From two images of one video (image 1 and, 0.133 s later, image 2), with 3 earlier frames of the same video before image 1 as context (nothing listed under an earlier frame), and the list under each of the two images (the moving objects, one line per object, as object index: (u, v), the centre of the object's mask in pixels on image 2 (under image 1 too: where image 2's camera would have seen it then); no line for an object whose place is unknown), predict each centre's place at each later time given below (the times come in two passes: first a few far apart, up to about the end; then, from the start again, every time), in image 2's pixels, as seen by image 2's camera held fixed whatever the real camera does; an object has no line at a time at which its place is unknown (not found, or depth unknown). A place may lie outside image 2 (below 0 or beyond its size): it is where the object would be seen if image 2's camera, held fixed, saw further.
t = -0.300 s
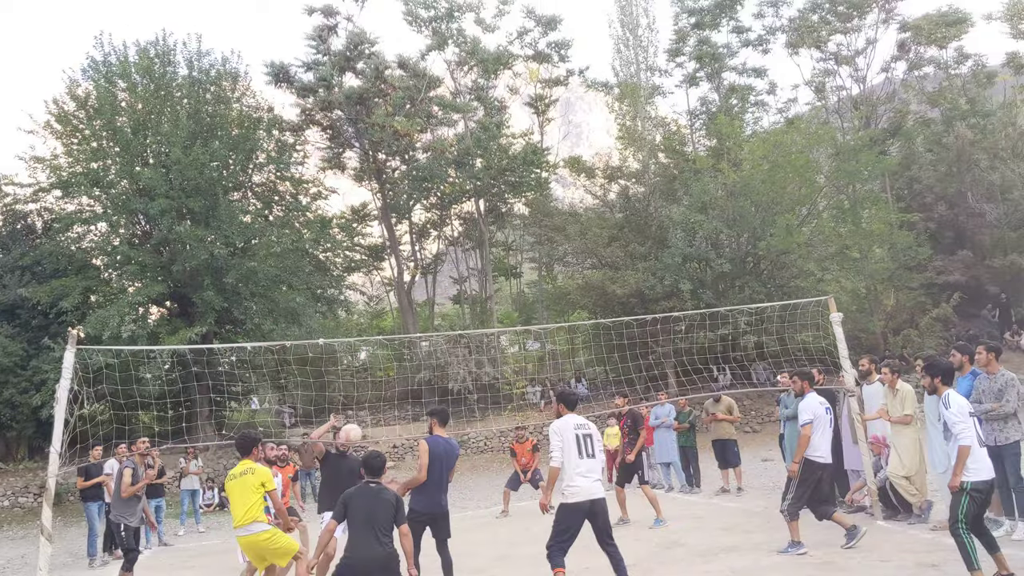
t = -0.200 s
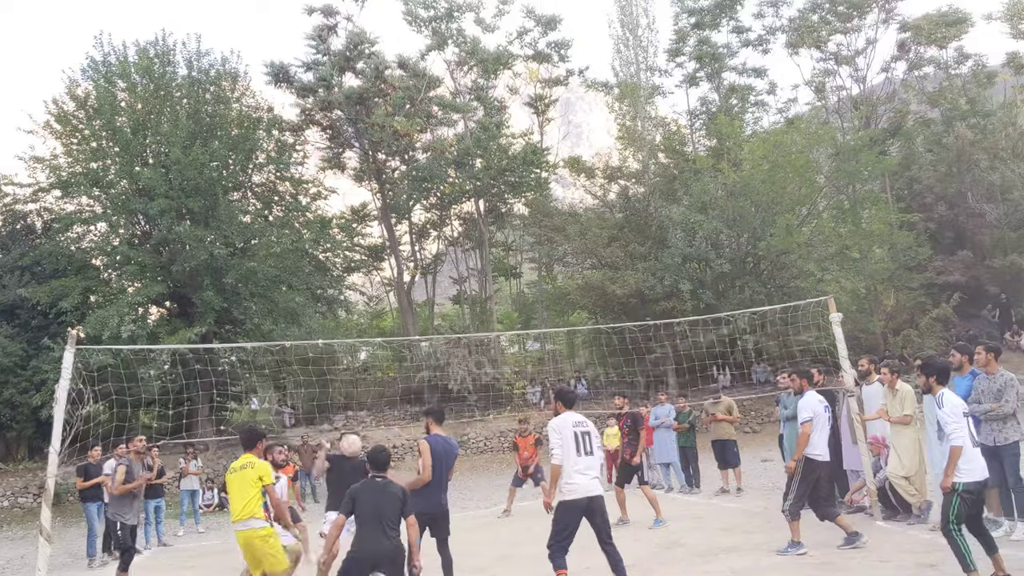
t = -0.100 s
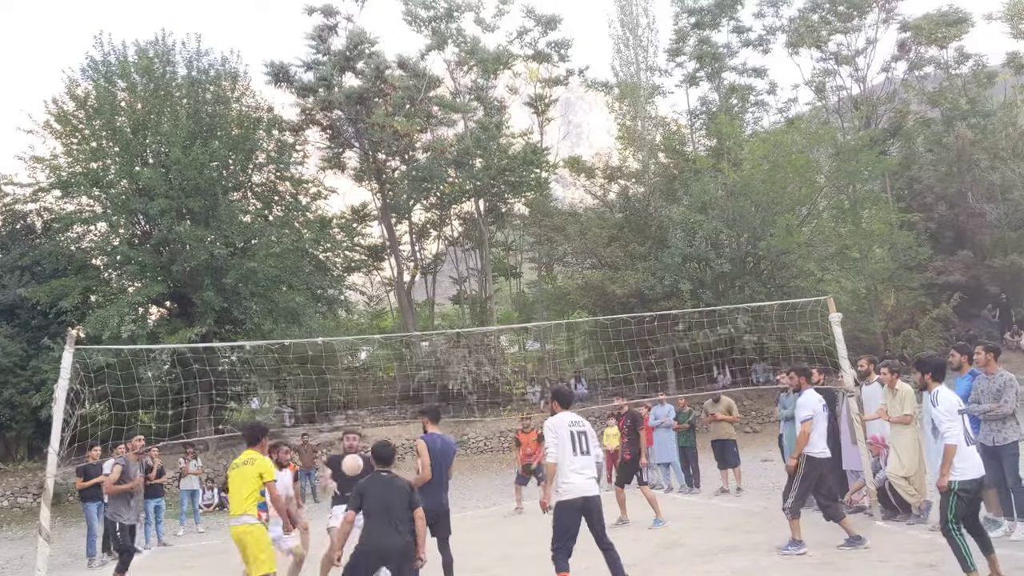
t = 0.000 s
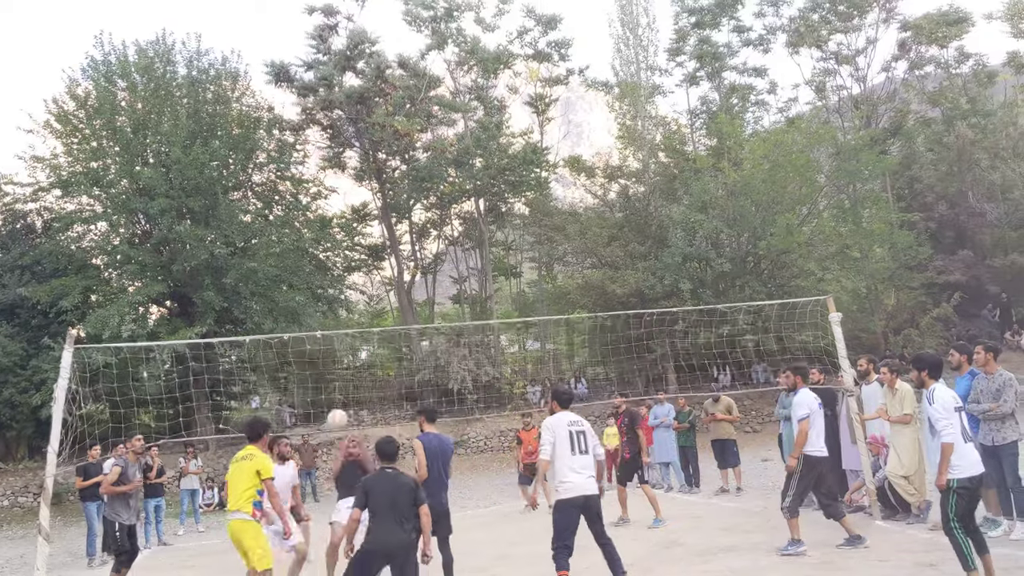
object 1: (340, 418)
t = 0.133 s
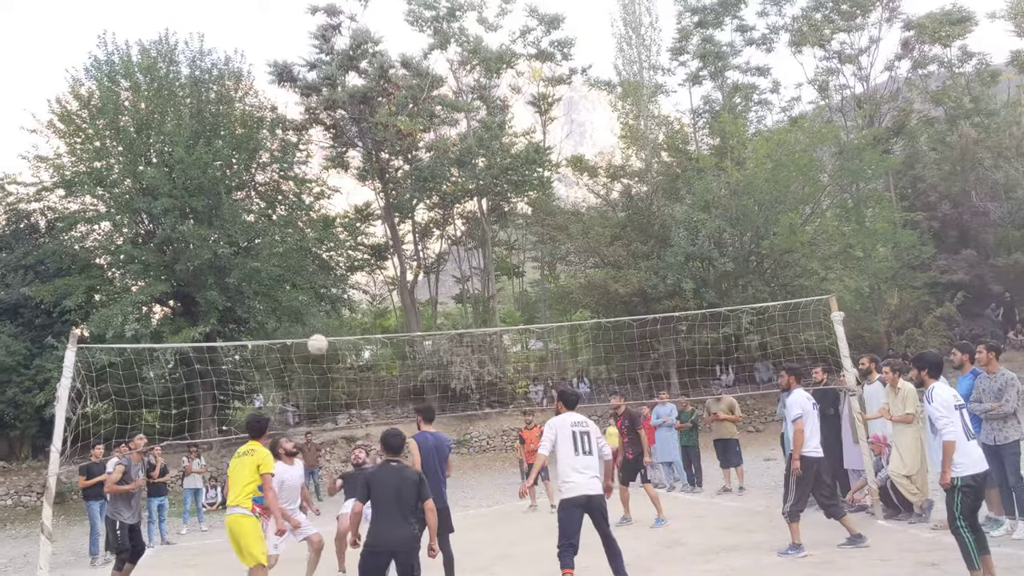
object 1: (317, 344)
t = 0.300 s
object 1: (292, 281)
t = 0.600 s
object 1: (253, 237)
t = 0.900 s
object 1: (225, 267)
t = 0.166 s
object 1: (312, 329)
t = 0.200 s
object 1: (307, 316)
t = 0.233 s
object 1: (302, 303)
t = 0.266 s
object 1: (297, 292)
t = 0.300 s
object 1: (292, 281)
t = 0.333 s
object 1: (287, 272)
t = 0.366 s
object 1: (283, 264)
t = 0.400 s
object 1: (278, 257)
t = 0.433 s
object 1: (274, 251)
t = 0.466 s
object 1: (270, 246)
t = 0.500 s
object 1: (266, 243)
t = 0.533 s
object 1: (262, 239)
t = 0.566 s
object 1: (257, 237)
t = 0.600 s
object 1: (253, 237)
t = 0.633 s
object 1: (250, 236)
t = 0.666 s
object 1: (247, 238)
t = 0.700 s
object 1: (243, 239)
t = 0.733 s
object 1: (240, 241)
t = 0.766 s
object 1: (237, 245)
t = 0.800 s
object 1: (234, 249)
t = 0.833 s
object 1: (231, 254)
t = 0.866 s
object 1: (228, 260)
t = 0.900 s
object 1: (225, 267)
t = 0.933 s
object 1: (222, 275)
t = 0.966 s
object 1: (220, 284)
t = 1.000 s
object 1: (216, 293)
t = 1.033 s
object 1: (214, 303)
